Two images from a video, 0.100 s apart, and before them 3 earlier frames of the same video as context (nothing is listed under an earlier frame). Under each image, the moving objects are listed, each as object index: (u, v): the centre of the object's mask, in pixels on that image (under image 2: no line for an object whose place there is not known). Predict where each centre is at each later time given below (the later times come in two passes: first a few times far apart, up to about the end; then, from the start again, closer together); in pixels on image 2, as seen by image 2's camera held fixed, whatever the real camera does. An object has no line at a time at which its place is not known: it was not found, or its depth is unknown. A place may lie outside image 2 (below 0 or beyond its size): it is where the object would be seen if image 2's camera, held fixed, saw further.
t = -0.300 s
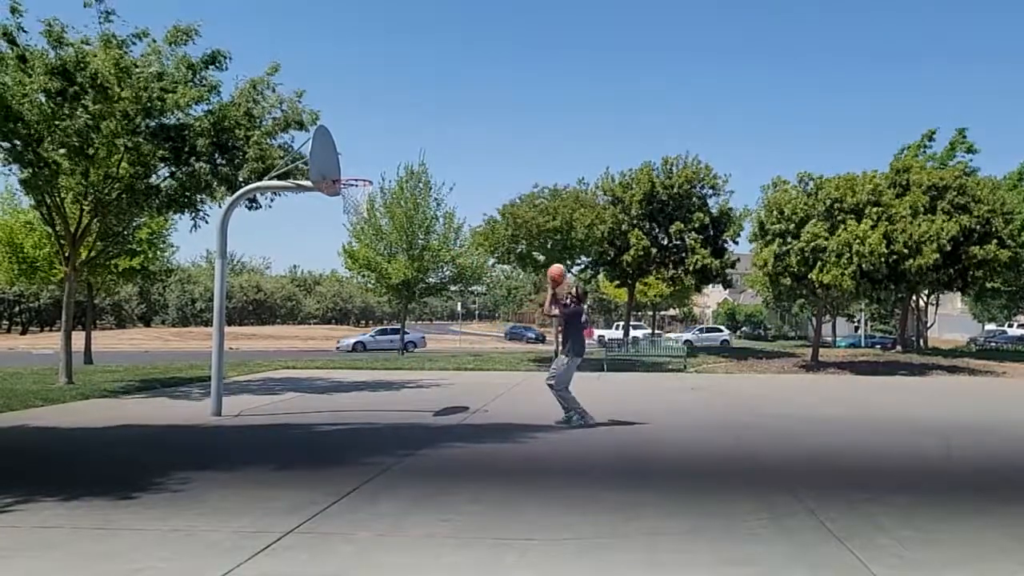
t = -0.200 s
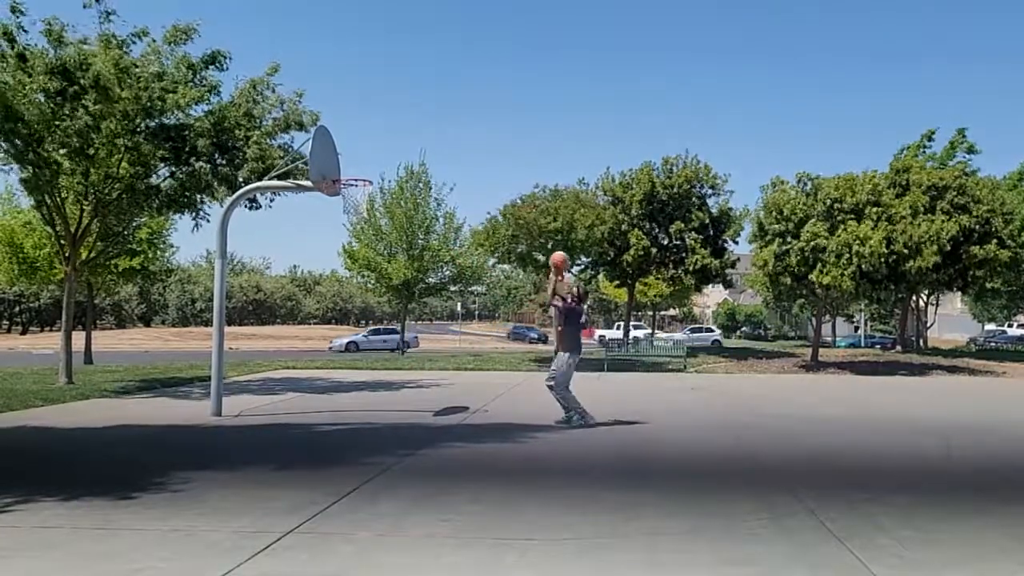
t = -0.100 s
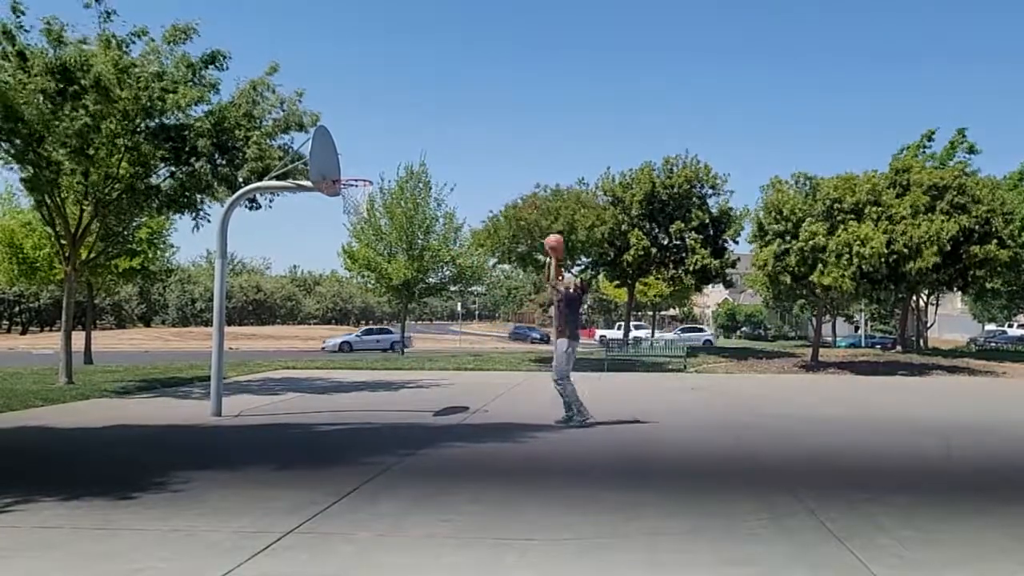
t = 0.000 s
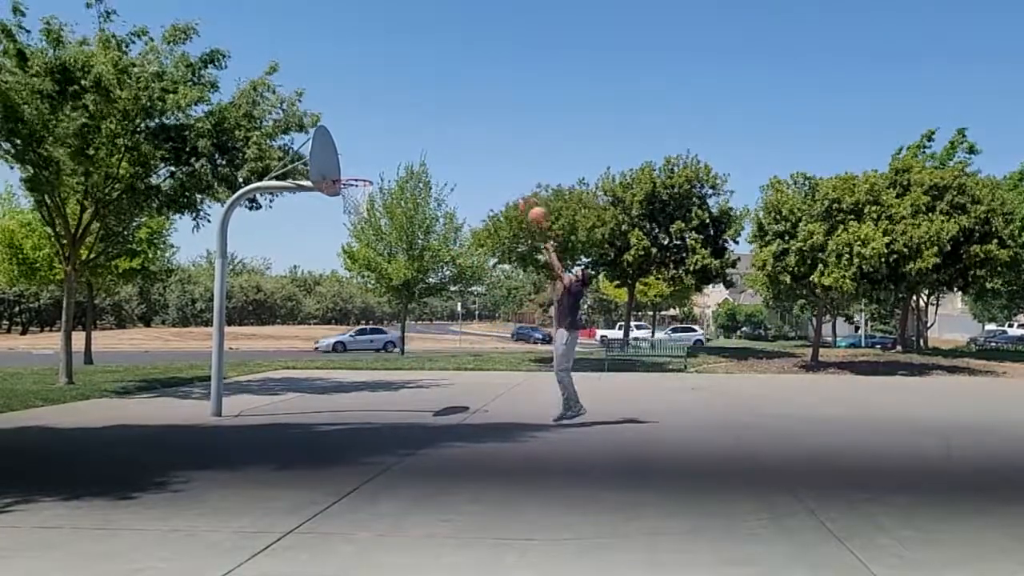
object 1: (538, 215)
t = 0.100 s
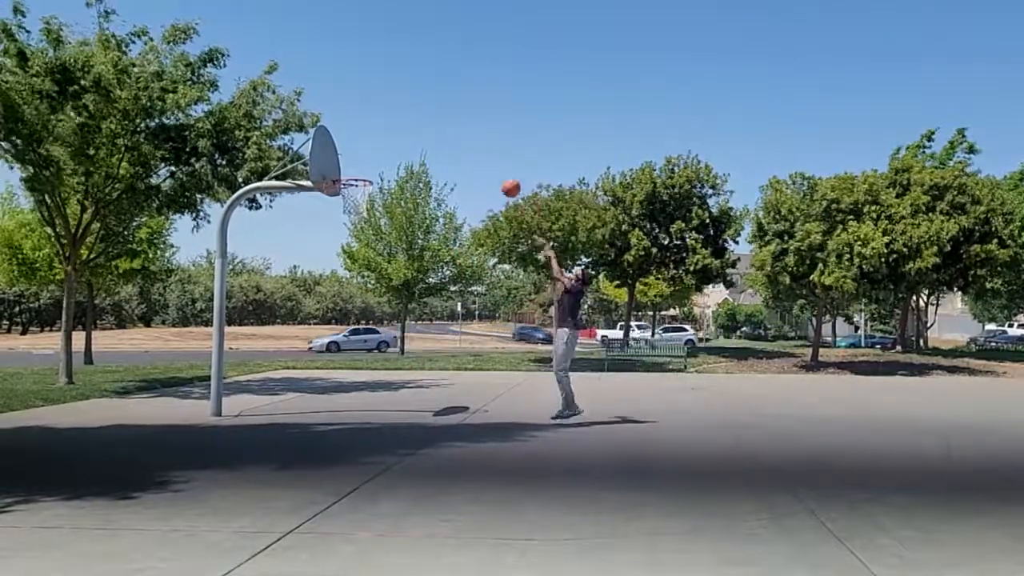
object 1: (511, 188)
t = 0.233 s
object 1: (475, 163)
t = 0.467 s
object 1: (417, 152)
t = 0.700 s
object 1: (365, 169)
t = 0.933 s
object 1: (339, 170)
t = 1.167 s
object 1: (346, 162)
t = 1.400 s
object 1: (355, 179)
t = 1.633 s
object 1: (354, 195)
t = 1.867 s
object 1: (349, 210)
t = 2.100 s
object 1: (349, 261)
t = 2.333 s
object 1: (349, 348)
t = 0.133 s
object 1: (502, 180)
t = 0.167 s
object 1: (493, 174)
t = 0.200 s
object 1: (484, 168)
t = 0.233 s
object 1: (475, 163)
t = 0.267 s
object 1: (467, 159)
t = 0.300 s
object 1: (458, 156)
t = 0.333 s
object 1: (450, 154)
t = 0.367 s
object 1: (441, 152)
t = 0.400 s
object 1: (433, 151)
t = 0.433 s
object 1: (424, 151)
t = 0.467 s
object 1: (417, 152)
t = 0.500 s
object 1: (408, 154)
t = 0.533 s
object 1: (400, 157)
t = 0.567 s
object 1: (391, 161)
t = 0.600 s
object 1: (383, 164)
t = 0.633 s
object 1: (375, 169)
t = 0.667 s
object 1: (369, 171)
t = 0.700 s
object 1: (365, 169)
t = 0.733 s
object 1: (361, 167)
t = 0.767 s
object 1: (357, 167)
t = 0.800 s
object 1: (353, 167)
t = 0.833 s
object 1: (350, 168)
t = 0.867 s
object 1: (346, 170)
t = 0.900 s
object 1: (341, 172)
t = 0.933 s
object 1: (339, 170)
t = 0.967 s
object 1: (336, 168)
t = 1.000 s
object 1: (336, 164)
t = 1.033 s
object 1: (338, 162)
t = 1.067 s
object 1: (339, 161)
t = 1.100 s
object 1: (342, 161)
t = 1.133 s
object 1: (344, 161)
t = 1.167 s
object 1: (346, 162)
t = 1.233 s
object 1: (350, 168)
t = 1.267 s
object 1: (351, 170)
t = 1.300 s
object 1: (353, 173)
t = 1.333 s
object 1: (354, 178)
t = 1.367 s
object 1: (355, 179)
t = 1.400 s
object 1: (355, 179)
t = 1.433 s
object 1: (355, 180)
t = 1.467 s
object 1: (355, 186)
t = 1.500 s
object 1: (355, 188)
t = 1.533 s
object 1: (357, 194)
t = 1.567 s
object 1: (356, 195)
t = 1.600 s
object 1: (355, 195)
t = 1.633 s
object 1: (354, 195)
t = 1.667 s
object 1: (353, 195)
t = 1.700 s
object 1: (353, 196)
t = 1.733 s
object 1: (352, 196)
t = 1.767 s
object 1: (353, 197)
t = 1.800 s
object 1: (349, 205)
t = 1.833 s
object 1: (349, 207)
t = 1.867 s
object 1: (349, 210)
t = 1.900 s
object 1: (349, 215)
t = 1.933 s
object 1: (348, 221)
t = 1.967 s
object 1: (348, 227)
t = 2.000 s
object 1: (349, 234)
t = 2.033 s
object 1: (350, 241)
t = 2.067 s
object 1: (348, 250)
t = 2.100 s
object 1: (349, 261)
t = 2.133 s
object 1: (350, 270)
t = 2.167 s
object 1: (348, 281)
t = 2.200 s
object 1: (348, 294)
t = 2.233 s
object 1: (349, 303)
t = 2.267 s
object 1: (349, 318)
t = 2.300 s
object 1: (349, 333)
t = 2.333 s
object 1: (349, 348)
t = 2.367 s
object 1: (349, 364)
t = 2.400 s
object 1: (349, 378)
